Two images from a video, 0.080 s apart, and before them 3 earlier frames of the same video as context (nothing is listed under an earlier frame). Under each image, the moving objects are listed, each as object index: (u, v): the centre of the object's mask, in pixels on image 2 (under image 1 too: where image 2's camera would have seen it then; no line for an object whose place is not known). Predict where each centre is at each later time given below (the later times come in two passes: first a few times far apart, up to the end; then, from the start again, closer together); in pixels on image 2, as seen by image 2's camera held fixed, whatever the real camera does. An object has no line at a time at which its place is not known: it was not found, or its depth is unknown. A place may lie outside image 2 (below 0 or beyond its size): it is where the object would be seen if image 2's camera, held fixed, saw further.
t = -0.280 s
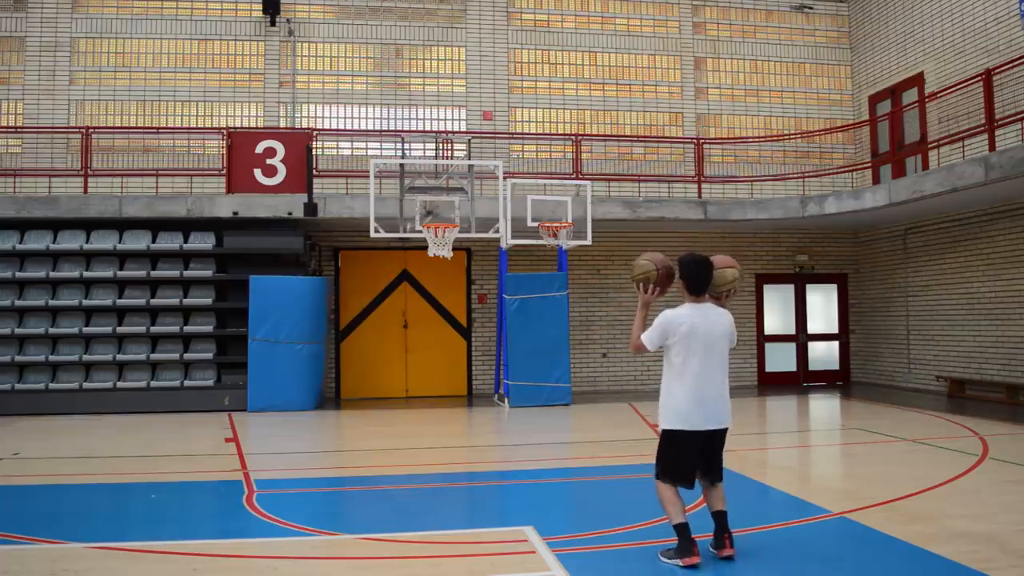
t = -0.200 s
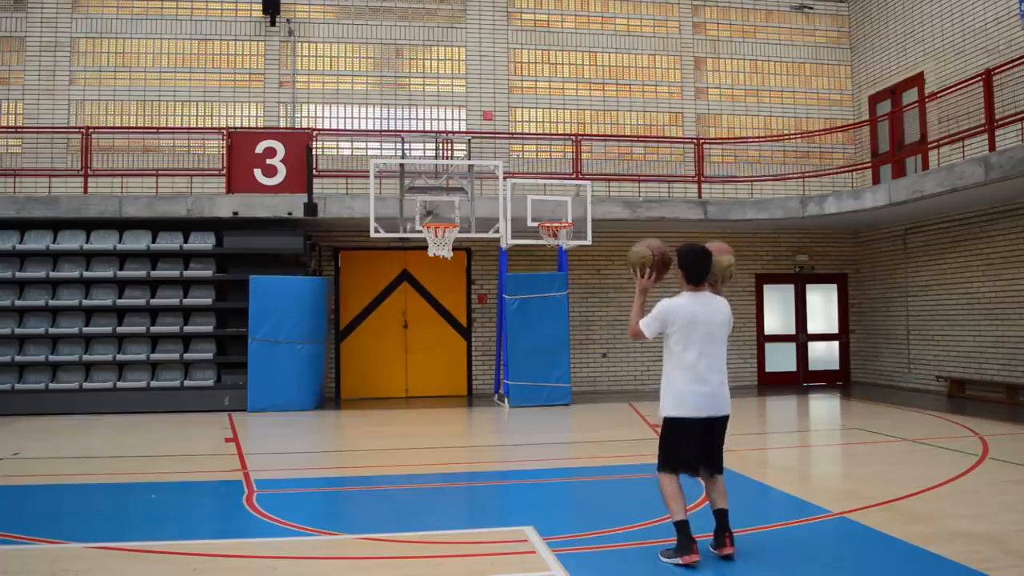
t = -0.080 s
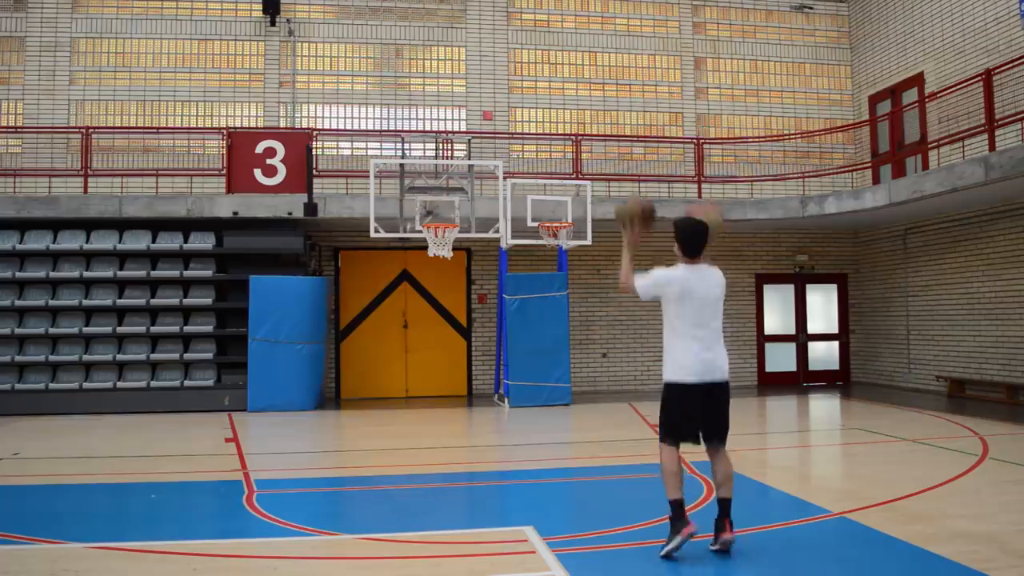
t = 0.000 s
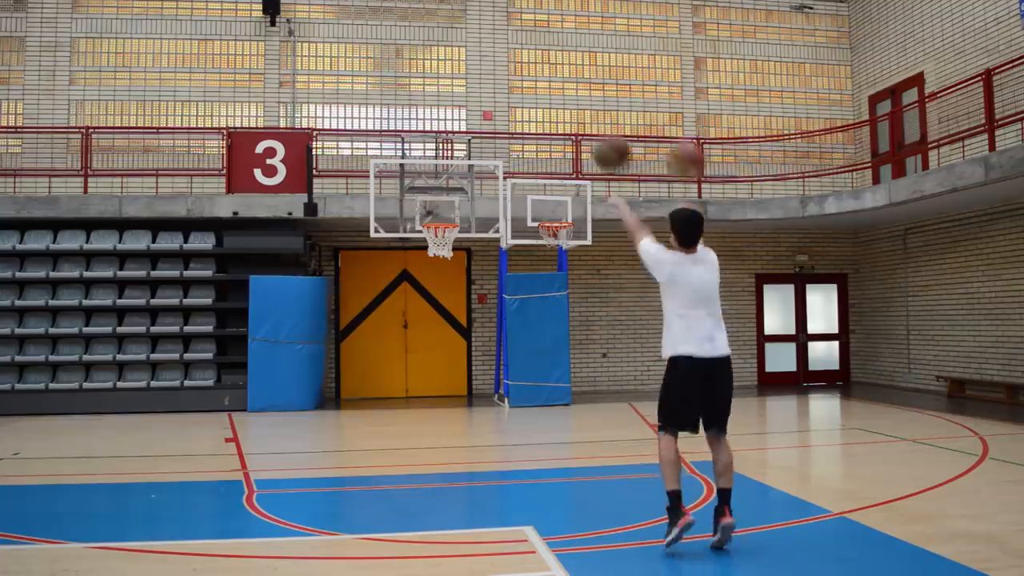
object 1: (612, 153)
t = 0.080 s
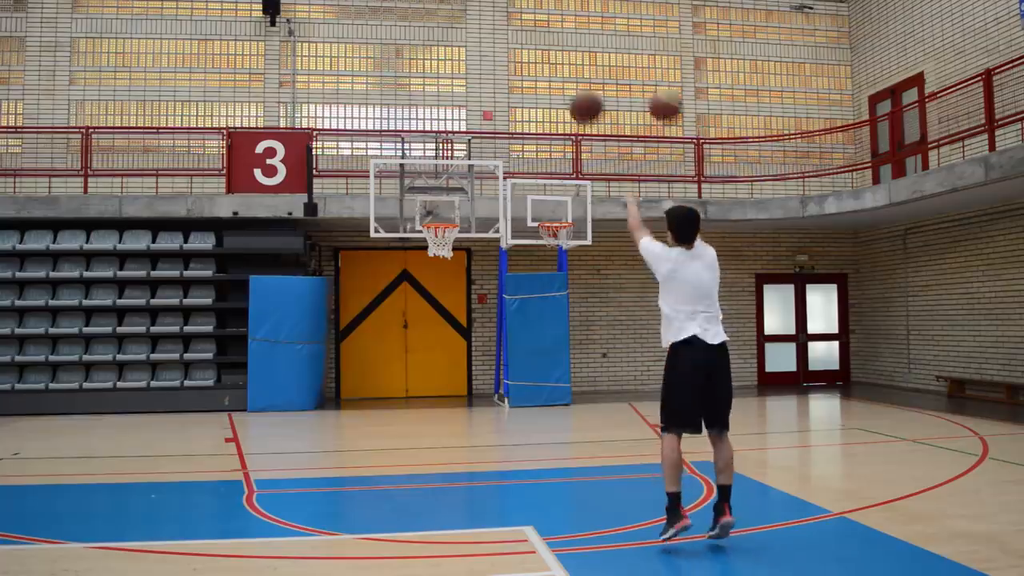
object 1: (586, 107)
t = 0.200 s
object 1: (554, 65)
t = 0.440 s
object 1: (509, 49)
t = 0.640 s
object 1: (482, 77)
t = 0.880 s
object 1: (459, 145)
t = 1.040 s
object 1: (446, 208)
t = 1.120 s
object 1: (443, 227)
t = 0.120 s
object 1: (574, 91)
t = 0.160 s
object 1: (563, 76)
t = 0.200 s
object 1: (554, 65)
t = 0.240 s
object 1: (545, 58)
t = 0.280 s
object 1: (537, 52)
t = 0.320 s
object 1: (529, 49)
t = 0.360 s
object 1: (522, 47)
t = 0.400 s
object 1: (515, 48)
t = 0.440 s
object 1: (509, 49)
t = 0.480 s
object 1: (503, 52)
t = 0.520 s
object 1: (498, 56)
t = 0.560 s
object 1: (492, 62)
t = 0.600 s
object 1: (487, 69)
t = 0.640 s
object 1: (482, 77)
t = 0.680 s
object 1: (478, 86)
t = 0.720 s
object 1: (474, 96)
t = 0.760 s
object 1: (470, 107)
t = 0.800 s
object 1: (466, 120)
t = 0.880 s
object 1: (459, 145)
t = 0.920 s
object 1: (455, 161)
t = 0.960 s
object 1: (452, 175)
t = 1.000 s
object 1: (449, 192)
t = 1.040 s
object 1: (446, 208)
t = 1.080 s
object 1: (442, 217)
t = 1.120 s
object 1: (443, 227)
